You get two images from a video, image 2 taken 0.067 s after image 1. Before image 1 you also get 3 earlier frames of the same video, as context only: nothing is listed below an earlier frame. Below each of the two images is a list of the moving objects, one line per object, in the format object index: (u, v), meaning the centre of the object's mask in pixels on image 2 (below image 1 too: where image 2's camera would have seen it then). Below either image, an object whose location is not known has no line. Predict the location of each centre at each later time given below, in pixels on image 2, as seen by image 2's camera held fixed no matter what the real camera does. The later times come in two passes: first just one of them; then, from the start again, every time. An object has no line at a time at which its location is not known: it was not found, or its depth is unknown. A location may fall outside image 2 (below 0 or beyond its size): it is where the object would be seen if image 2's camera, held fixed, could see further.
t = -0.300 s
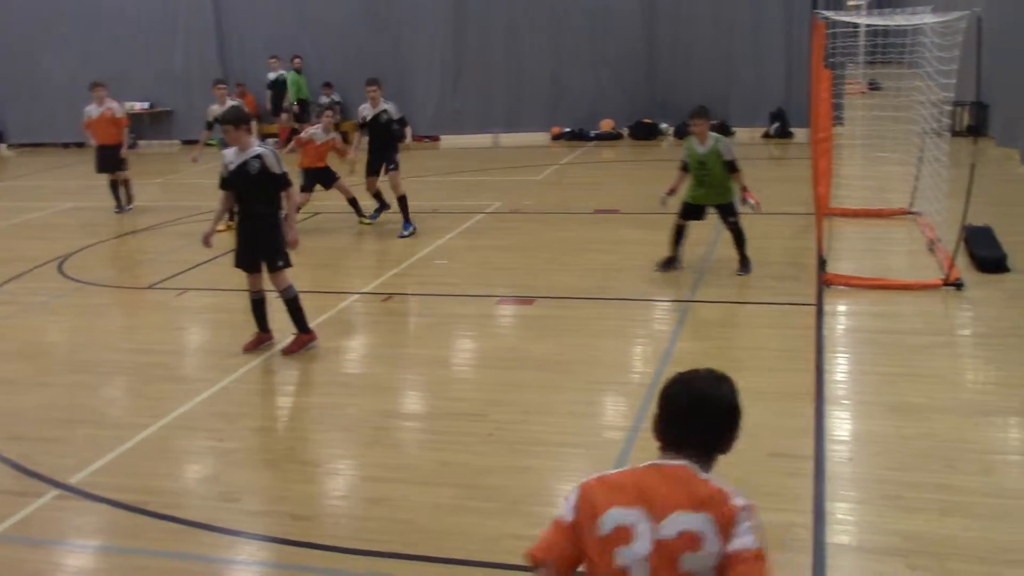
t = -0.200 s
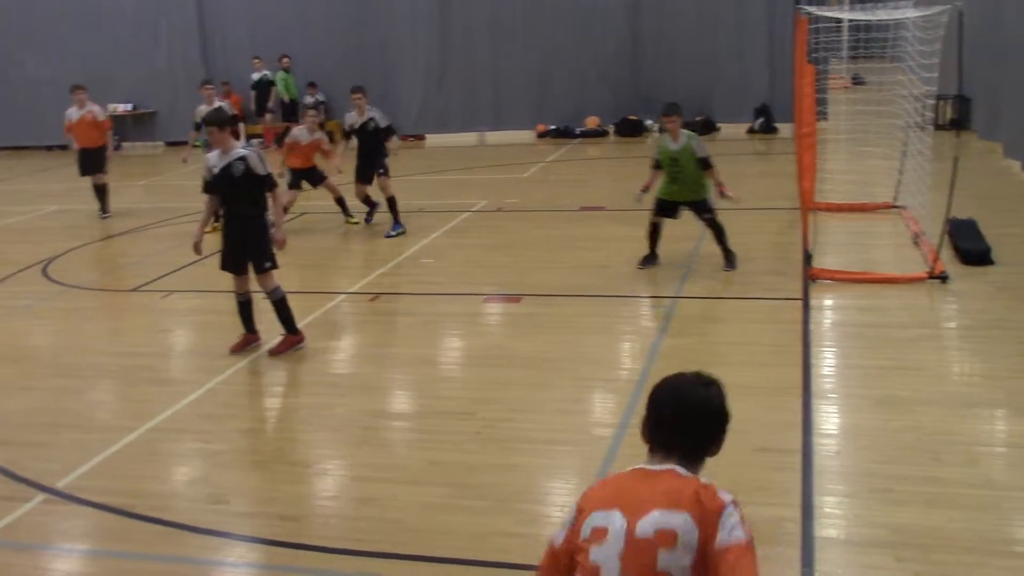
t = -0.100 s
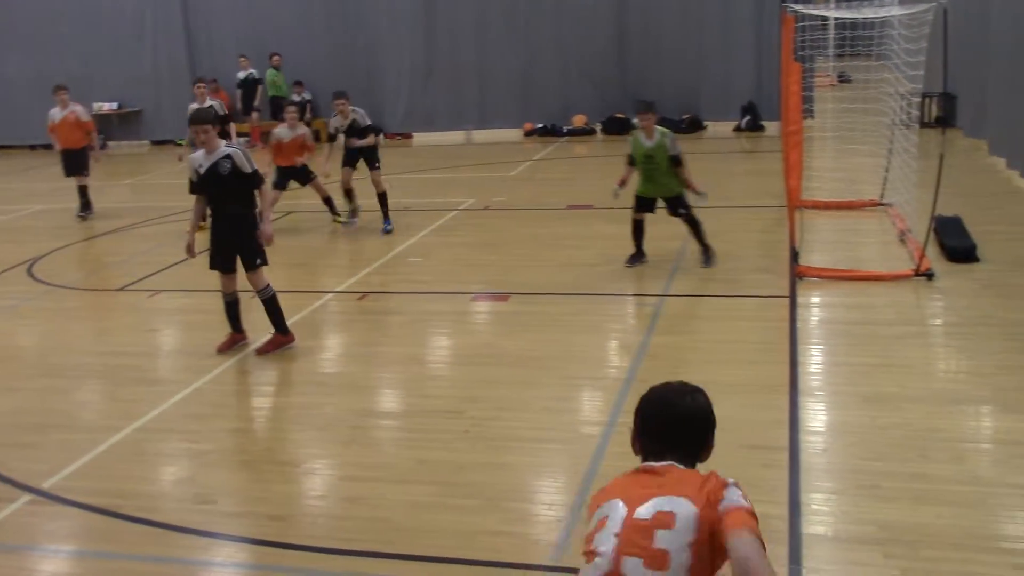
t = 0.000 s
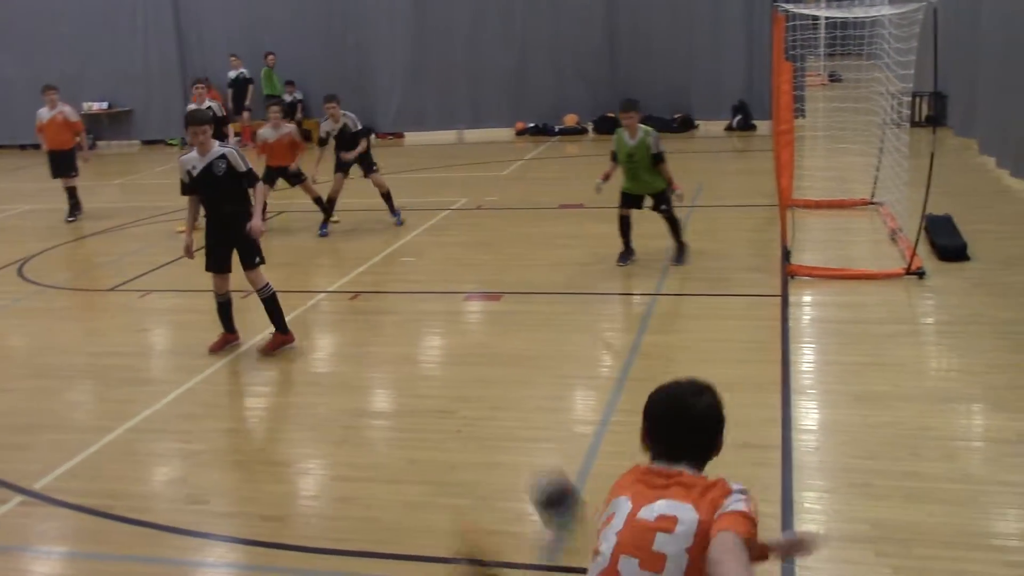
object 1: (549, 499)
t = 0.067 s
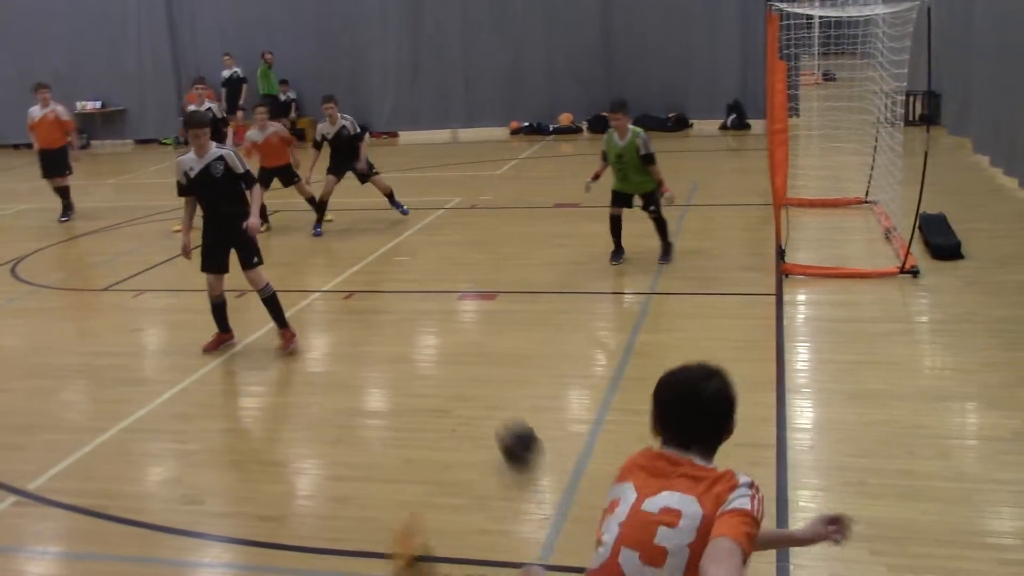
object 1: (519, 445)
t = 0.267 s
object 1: (466, 336)
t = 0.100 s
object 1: (507, 422)
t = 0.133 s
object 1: (497, 400)
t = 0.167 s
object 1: (488, 380)
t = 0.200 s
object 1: (479, 365)
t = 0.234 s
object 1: (473, 351)
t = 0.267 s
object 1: (466, 336)
